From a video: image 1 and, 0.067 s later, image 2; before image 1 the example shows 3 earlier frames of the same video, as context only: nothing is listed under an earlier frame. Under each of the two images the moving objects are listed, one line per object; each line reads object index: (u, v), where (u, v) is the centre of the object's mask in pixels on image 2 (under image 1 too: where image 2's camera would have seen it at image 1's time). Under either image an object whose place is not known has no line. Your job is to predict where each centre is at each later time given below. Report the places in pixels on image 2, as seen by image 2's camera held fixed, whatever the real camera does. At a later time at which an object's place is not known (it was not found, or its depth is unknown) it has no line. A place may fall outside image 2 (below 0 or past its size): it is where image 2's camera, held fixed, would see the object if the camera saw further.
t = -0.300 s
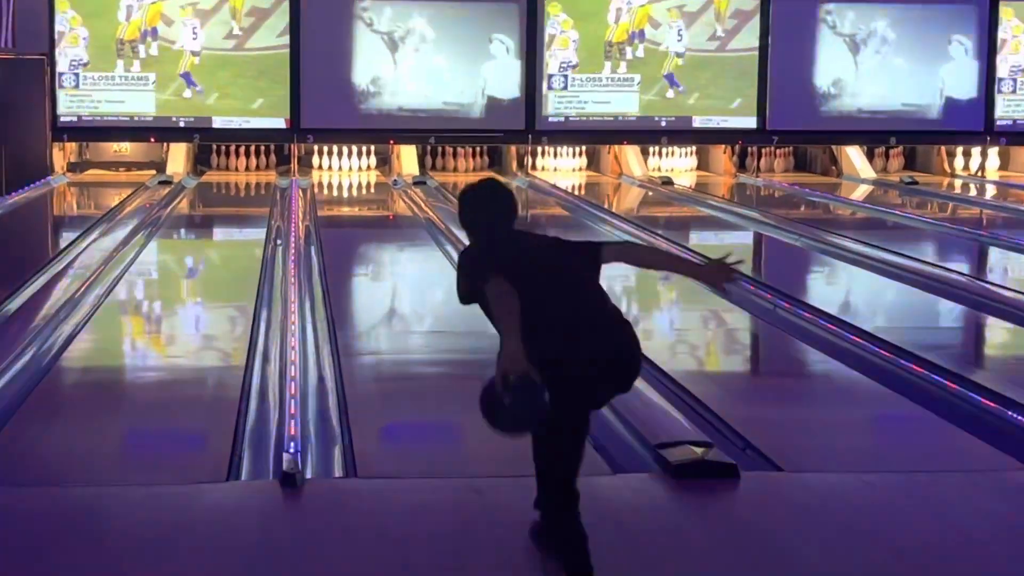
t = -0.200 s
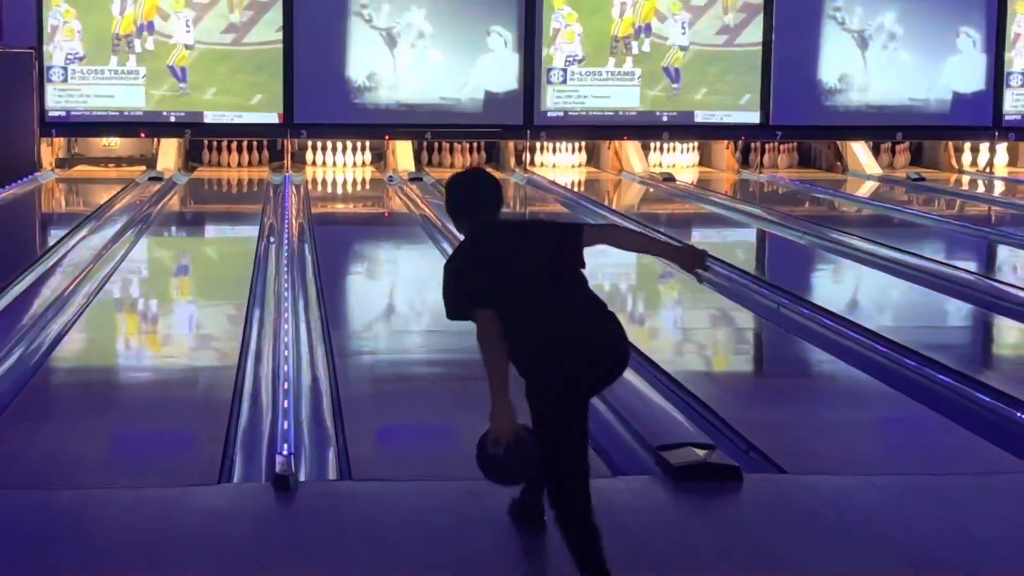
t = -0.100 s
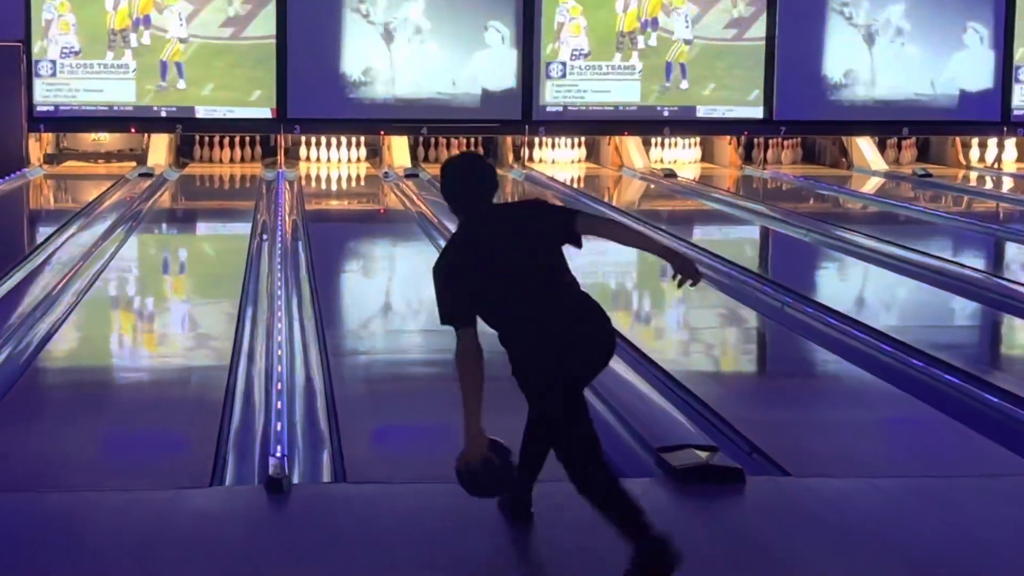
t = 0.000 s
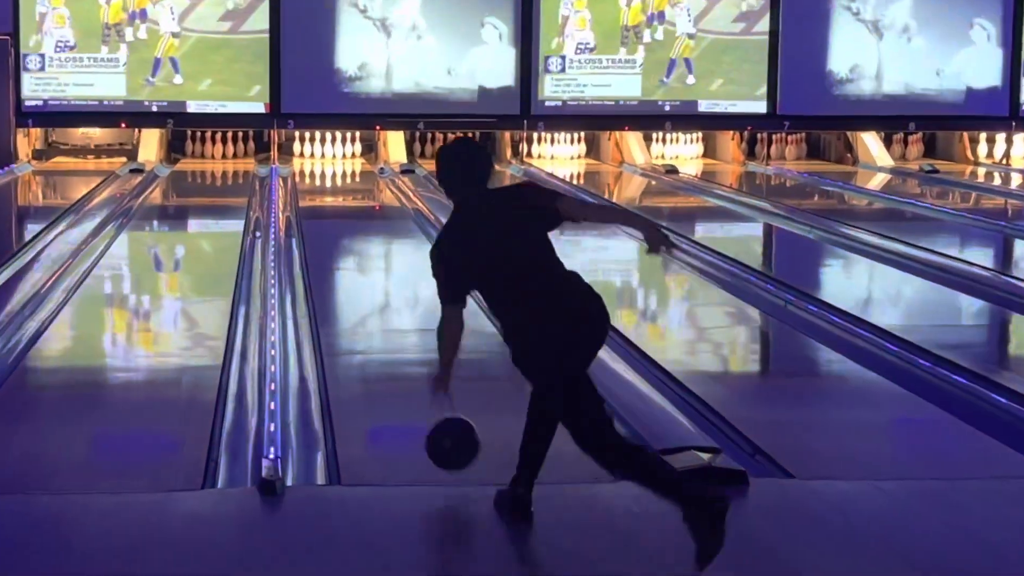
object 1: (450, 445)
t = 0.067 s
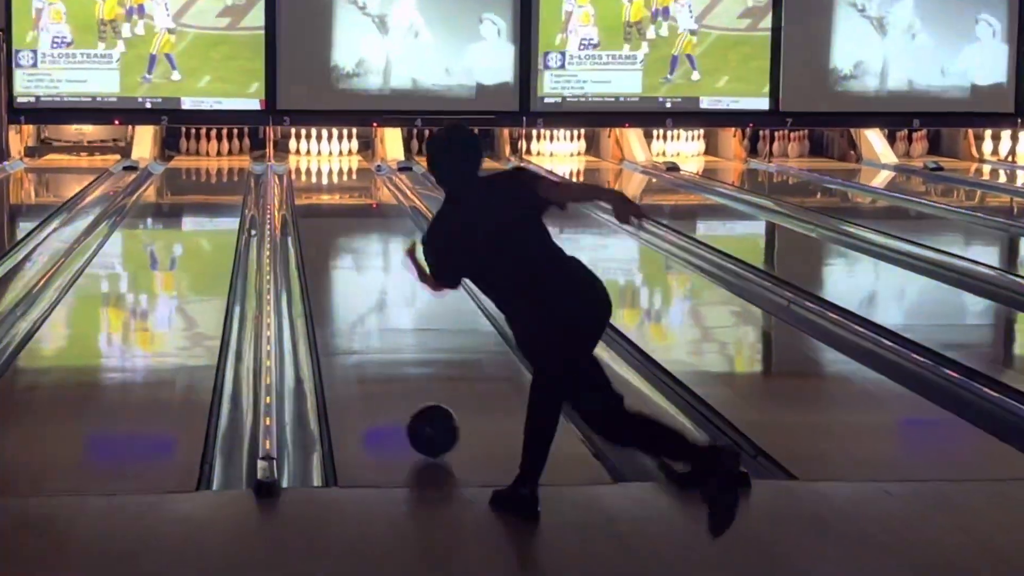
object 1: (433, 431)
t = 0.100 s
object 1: (425, 418)
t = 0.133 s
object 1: (418, 407)
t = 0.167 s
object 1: (411, 395)
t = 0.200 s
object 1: (405, 385)
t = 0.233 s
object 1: (398, 375)
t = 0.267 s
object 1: (393, 366)
